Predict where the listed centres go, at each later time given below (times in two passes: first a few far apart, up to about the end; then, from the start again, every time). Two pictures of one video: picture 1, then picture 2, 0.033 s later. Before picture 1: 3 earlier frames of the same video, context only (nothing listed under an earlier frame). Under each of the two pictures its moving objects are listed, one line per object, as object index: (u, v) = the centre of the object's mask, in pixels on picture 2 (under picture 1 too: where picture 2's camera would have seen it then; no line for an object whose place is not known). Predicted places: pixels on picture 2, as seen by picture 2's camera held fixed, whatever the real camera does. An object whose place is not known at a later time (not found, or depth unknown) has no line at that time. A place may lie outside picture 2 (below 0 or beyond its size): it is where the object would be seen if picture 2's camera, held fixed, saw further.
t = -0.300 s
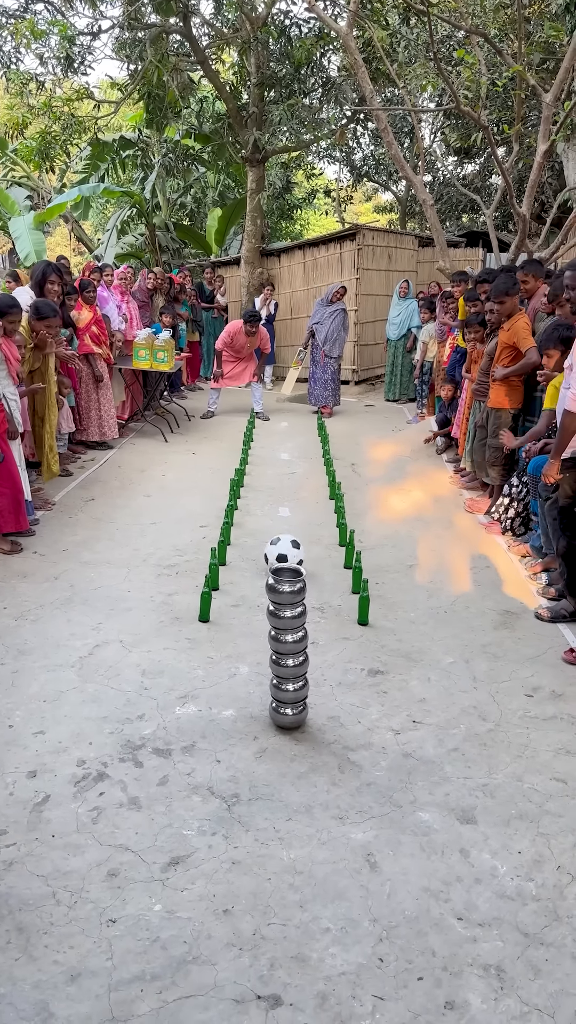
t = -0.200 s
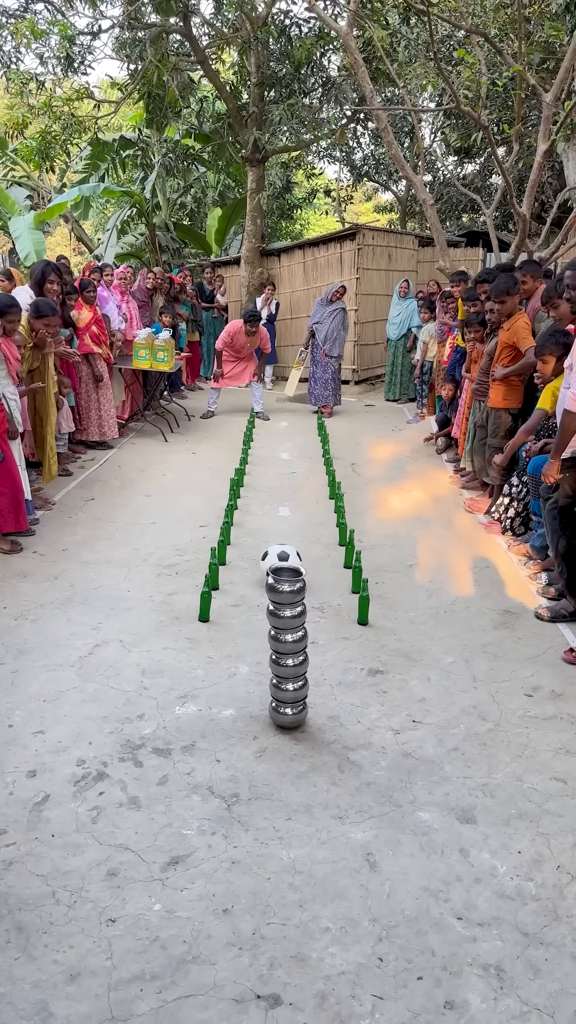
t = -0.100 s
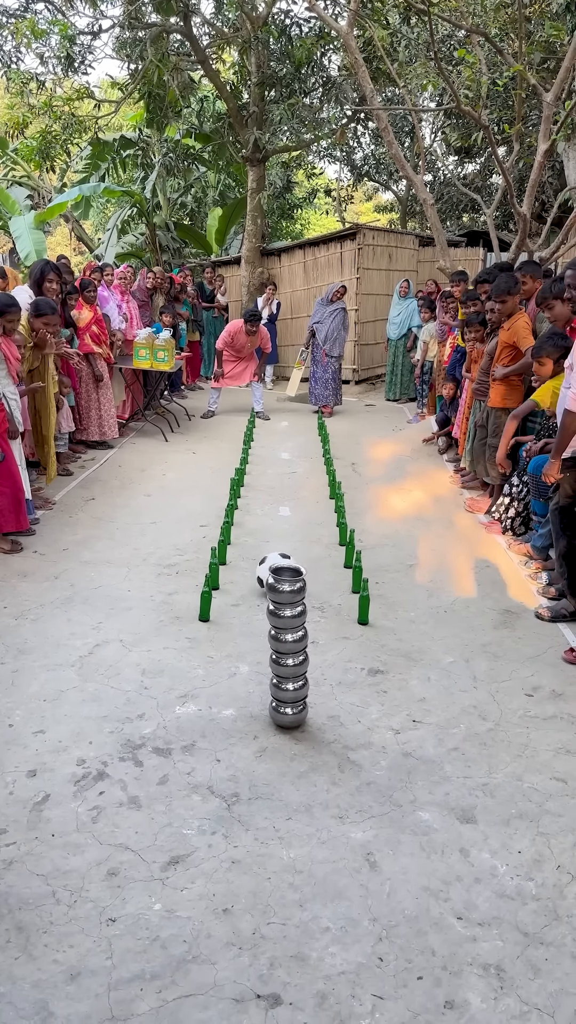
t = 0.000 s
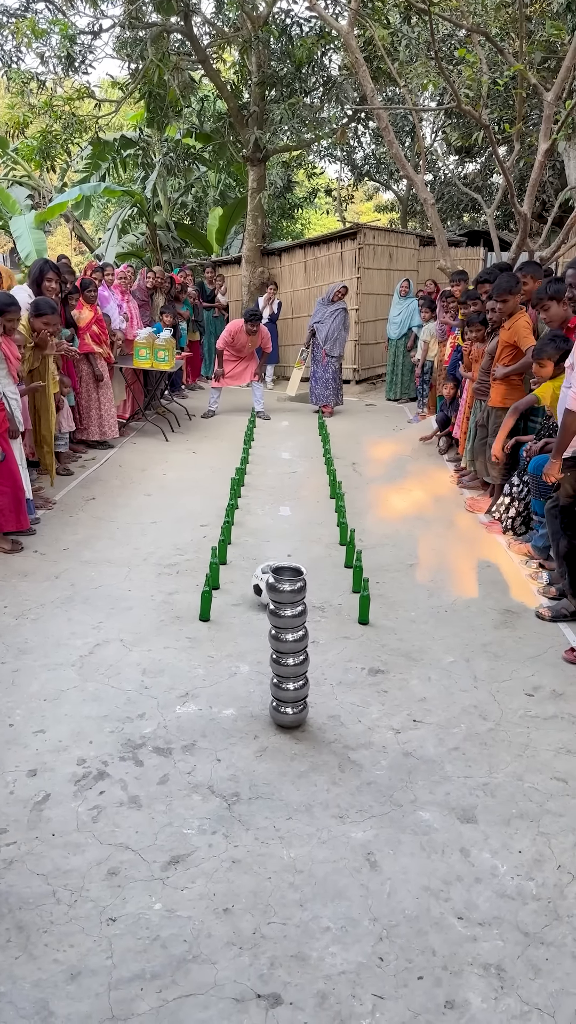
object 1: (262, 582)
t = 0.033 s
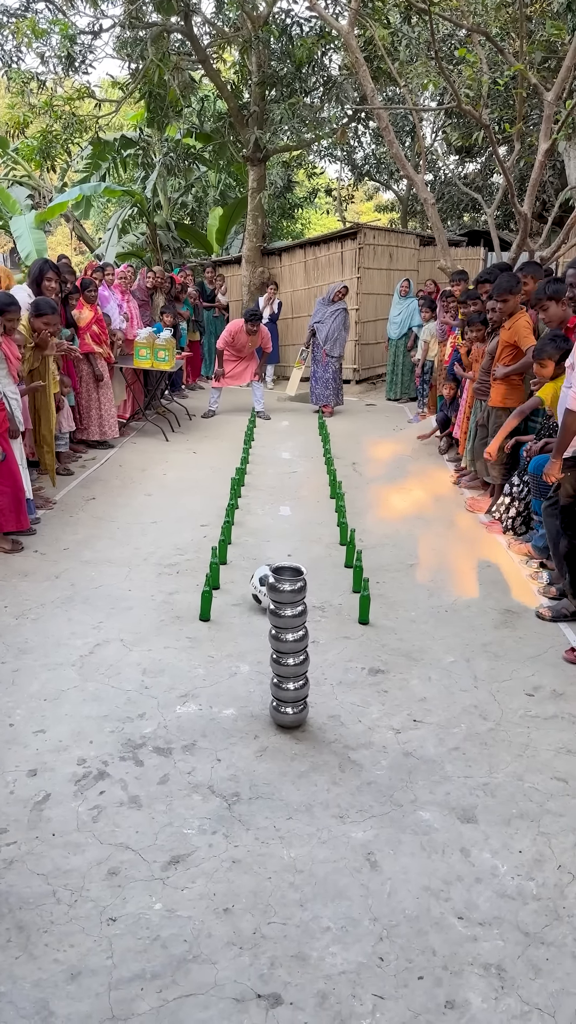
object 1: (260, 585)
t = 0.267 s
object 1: (254, 611)
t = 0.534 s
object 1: (243, 642)
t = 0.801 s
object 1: (222, 680)
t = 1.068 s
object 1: (204, 724)
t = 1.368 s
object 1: (184, 786)
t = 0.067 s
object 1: (259, 589)
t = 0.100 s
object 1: (258, 594)
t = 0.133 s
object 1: (258, 595)
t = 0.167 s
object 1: (256, 597)
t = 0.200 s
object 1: (256, 602)
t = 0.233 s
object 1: (255, 609)
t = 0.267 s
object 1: (254, 611)
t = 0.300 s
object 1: (253, 615)
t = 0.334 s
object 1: (252, 621)
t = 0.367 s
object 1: (251, 623)
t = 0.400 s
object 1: (250, 628)
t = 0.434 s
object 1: (248, 631)
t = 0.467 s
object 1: (247, 632)
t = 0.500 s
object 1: (245, 636)
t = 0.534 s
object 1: (243, 642)
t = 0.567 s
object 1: (240, 648)
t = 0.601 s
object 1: (238, 651)
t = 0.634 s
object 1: (235, 657)
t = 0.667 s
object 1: (233, 660)
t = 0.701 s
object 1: (230, 666)
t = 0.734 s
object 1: (227, 670)
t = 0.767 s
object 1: (224, 676)
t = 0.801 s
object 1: (222, 680)
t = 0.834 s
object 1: (220, 685)
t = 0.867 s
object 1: (218, 692)
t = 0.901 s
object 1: (215, 695)
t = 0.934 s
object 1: (212, 701)
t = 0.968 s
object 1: (210, 707)
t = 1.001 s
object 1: (208, 713)
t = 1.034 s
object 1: (206, 719)
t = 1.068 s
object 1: (204, 724)
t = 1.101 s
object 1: (201, 731)
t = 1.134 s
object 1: (198, 737)
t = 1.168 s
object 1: (196, 743)
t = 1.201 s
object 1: (194, 751)
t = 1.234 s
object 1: (192, 758)
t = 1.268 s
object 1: (189, 766)
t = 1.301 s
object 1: (187, 773)
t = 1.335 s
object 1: (186, 779)
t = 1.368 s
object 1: (184, 786)
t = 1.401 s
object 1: (182, 794)
